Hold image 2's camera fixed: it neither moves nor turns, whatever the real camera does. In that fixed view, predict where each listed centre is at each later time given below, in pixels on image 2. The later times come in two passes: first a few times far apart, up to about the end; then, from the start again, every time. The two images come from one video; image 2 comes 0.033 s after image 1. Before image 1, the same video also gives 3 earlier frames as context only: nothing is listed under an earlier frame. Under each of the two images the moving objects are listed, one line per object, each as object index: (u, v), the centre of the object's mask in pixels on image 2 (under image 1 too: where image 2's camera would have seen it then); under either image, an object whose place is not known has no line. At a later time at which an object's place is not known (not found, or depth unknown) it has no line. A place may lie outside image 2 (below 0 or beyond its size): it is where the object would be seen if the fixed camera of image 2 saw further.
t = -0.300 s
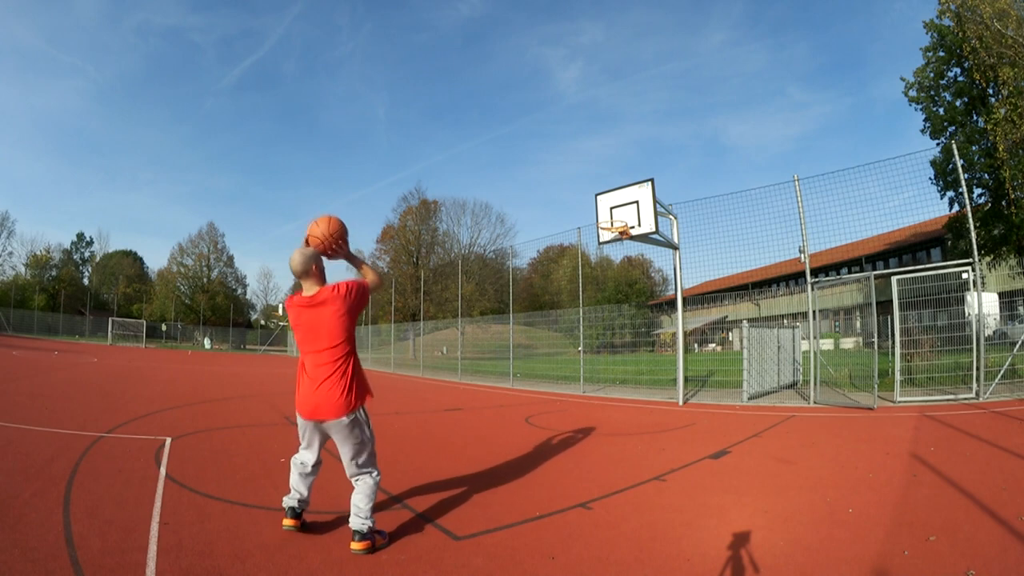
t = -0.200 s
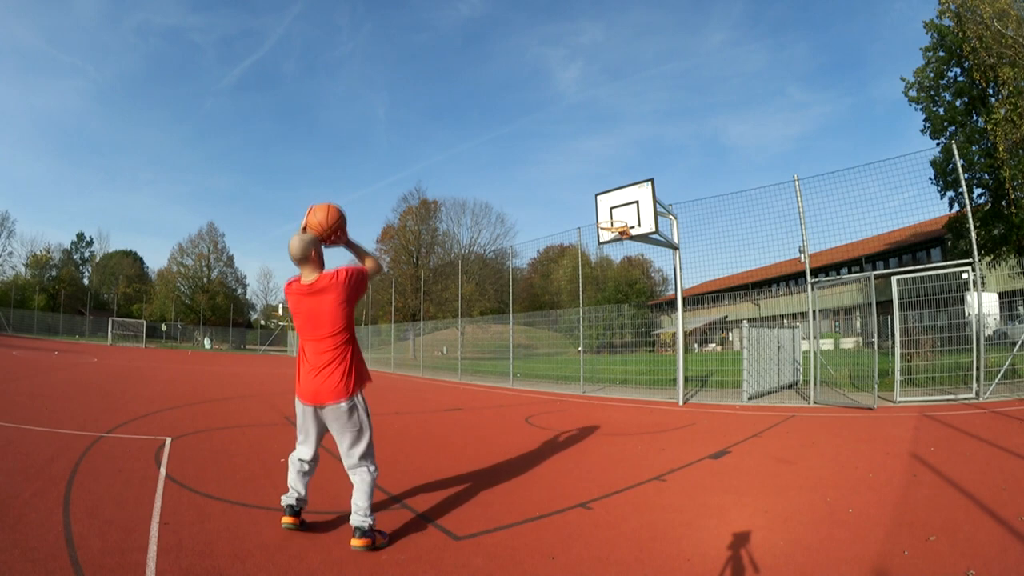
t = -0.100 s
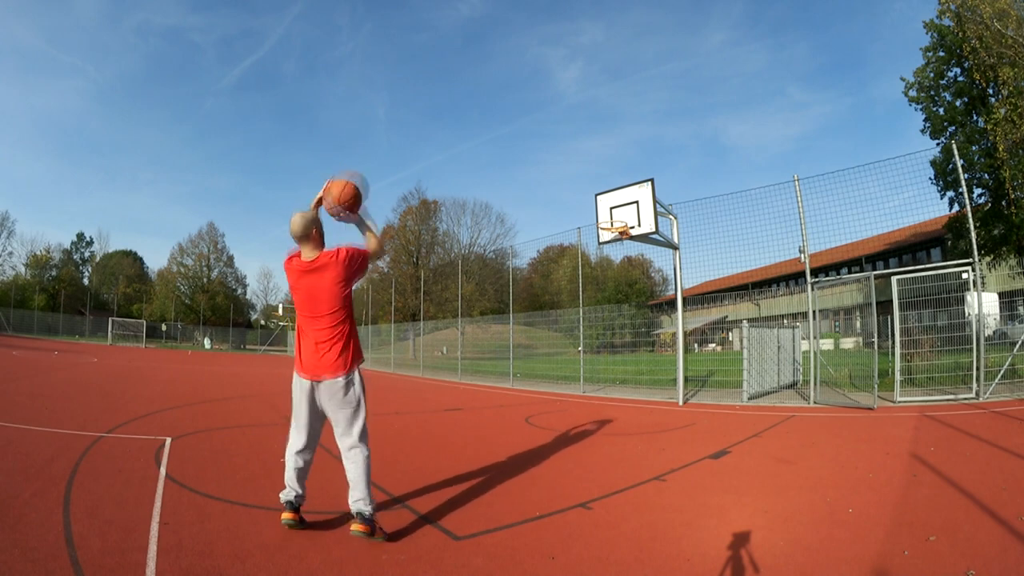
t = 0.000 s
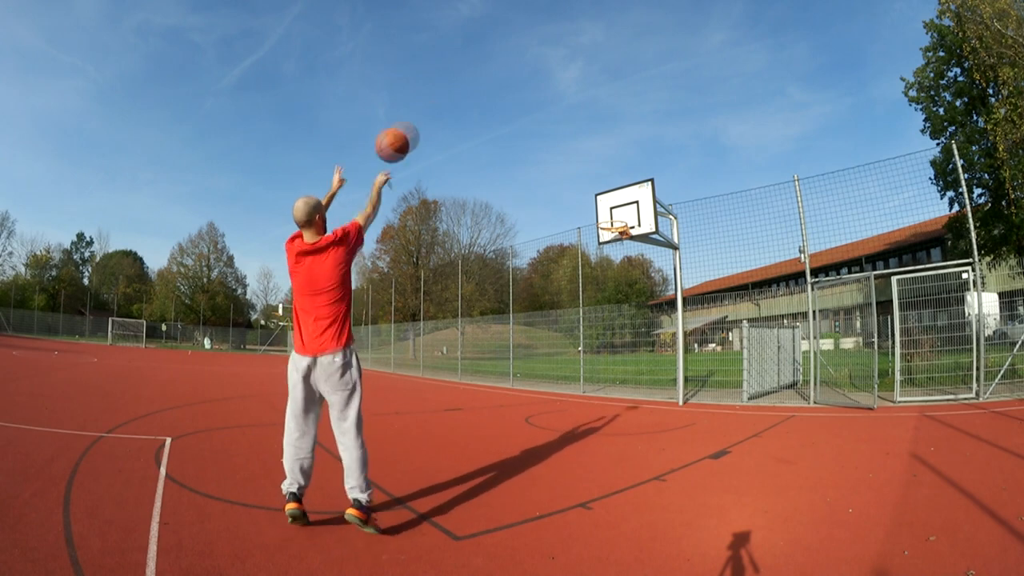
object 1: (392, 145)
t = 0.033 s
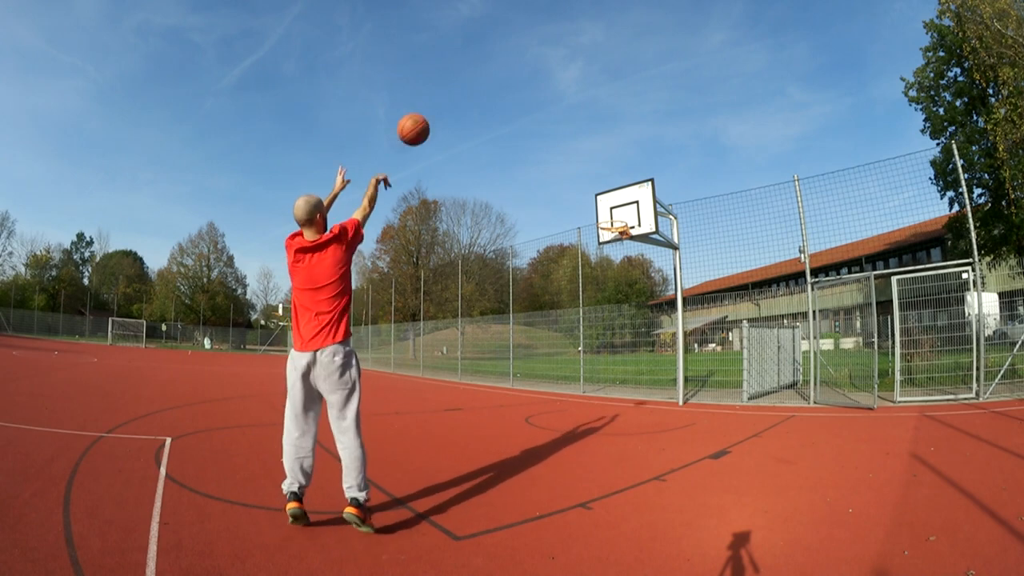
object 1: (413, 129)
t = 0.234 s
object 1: (490, 96)
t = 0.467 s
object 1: (544, 109)
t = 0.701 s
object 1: (582, 151)
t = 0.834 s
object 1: (598, 182)
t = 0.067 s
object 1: (427, 120)
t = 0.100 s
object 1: (441, 112)
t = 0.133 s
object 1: (457, 105)
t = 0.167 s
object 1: (469, 100)
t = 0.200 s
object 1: (479, 98)
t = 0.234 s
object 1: (490, 96)
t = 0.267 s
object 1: (499, 96)
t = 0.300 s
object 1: (507, 96)
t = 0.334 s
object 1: (516, 97)
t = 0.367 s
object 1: (524, 99)
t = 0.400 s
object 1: (530, 101)
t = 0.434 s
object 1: (537, 105)
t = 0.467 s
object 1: (544, 109)
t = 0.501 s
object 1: (549, 113)
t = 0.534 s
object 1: (556, 119)
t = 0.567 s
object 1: (562, 125)
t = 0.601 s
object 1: (567, 130)
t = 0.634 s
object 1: (572, 137)
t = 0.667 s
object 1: (577, 145)
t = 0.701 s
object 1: (582, 151)
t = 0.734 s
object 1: (587, 161)
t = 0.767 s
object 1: (592, 170)
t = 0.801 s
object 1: (595, 176)
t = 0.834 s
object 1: (598, 182)
